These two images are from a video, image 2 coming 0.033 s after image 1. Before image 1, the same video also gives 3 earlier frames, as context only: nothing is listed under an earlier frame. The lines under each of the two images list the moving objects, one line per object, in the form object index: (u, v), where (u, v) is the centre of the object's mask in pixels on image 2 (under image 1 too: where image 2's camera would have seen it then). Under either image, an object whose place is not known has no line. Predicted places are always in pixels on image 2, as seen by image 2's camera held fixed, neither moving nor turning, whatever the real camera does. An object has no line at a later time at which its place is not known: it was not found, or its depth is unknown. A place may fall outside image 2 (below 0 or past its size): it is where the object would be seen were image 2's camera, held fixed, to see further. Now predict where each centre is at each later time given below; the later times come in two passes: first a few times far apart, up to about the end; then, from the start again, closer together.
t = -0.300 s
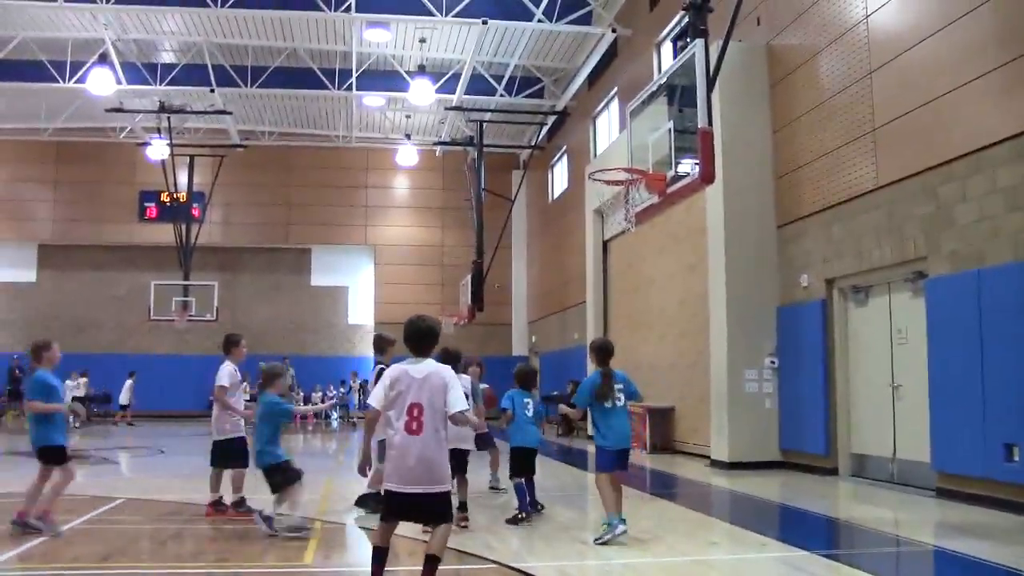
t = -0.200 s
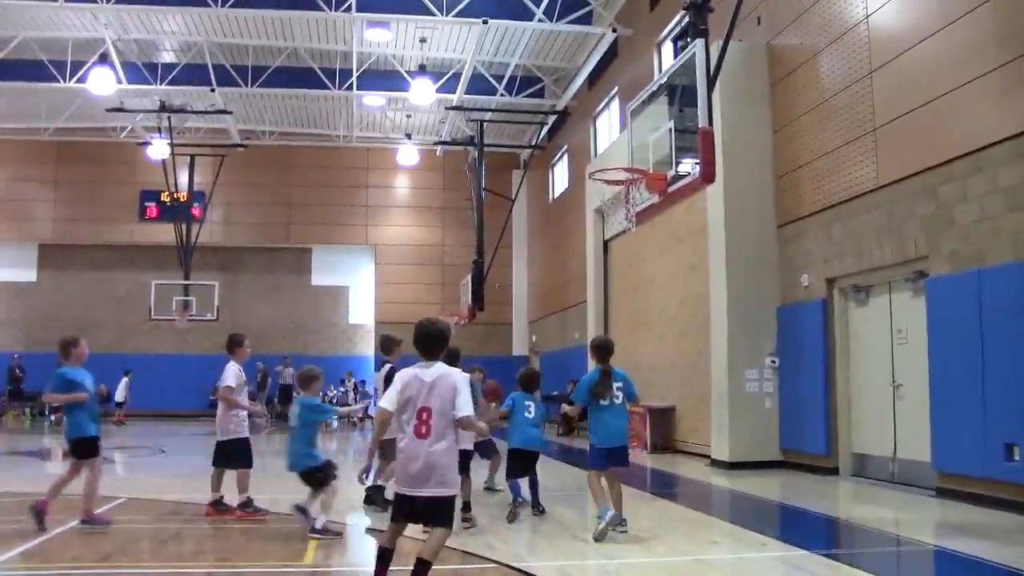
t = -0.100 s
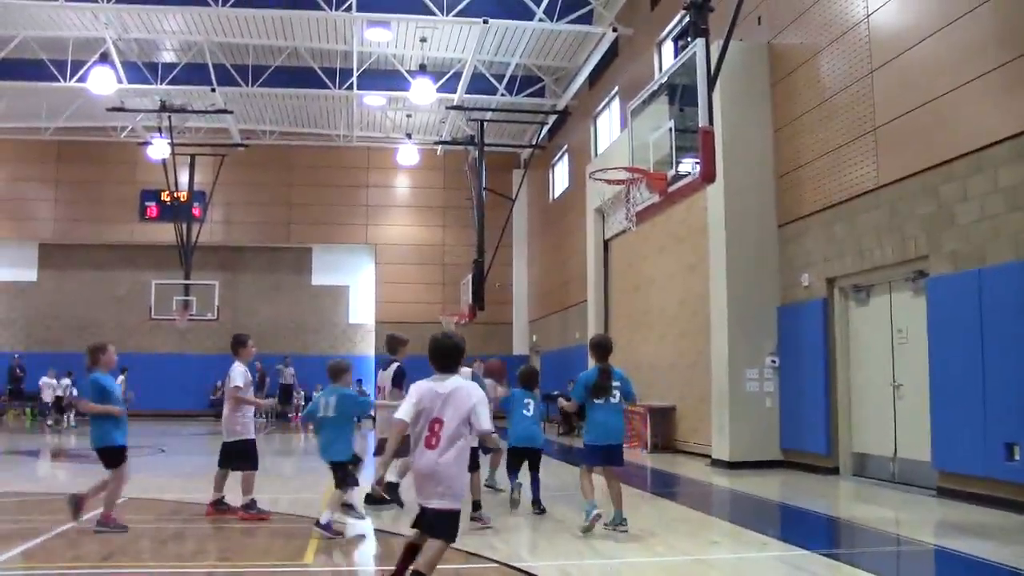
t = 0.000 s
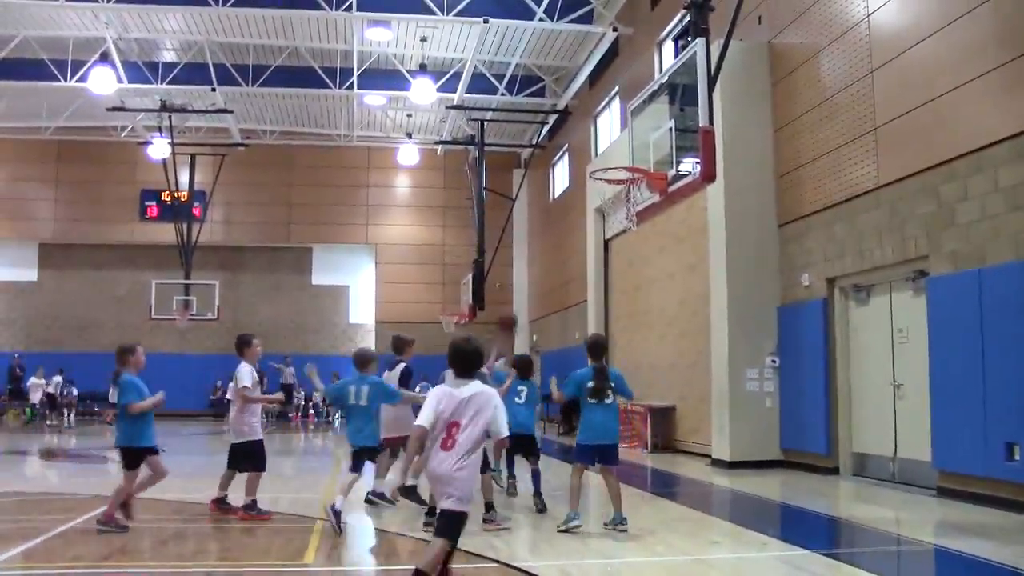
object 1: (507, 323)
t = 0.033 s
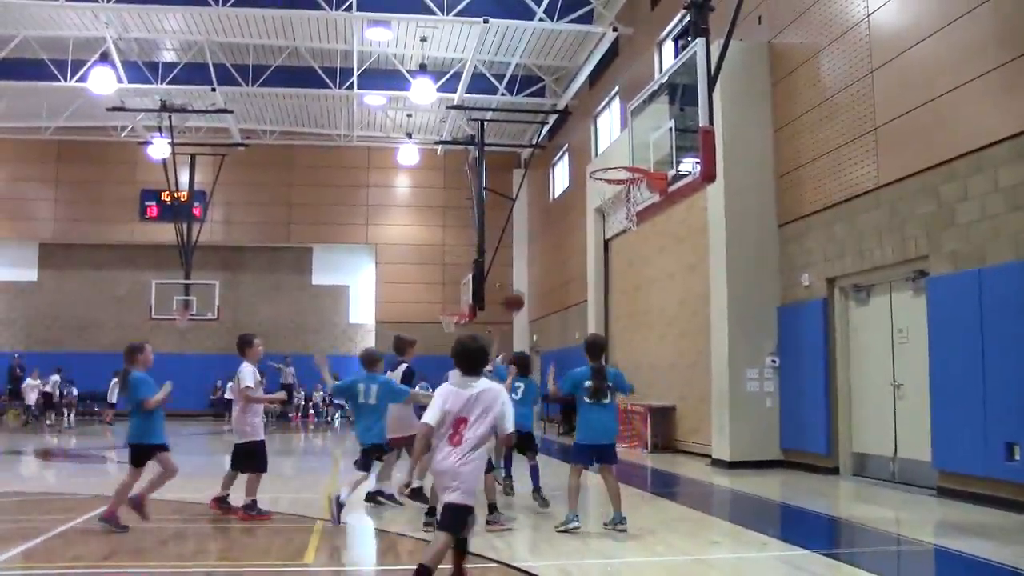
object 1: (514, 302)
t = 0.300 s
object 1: (567, 182)
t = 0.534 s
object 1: (615, 132)
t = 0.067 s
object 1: (521, 282)
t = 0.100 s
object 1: (526, 266)
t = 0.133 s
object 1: (532, 250)
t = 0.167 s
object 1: (539, 235)
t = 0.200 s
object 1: (547, 220)
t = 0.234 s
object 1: (552, 207)
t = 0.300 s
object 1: (567, 182)
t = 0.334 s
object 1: (574, 172)
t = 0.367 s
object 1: (581, 164)
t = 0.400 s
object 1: (586, 155)
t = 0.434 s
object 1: (593, 148)
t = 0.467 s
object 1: (600, 141)
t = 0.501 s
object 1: (607, 136)
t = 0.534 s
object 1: (615, 132)
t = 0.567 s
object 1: (624, 128)
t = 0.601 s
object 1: (631, 128)
